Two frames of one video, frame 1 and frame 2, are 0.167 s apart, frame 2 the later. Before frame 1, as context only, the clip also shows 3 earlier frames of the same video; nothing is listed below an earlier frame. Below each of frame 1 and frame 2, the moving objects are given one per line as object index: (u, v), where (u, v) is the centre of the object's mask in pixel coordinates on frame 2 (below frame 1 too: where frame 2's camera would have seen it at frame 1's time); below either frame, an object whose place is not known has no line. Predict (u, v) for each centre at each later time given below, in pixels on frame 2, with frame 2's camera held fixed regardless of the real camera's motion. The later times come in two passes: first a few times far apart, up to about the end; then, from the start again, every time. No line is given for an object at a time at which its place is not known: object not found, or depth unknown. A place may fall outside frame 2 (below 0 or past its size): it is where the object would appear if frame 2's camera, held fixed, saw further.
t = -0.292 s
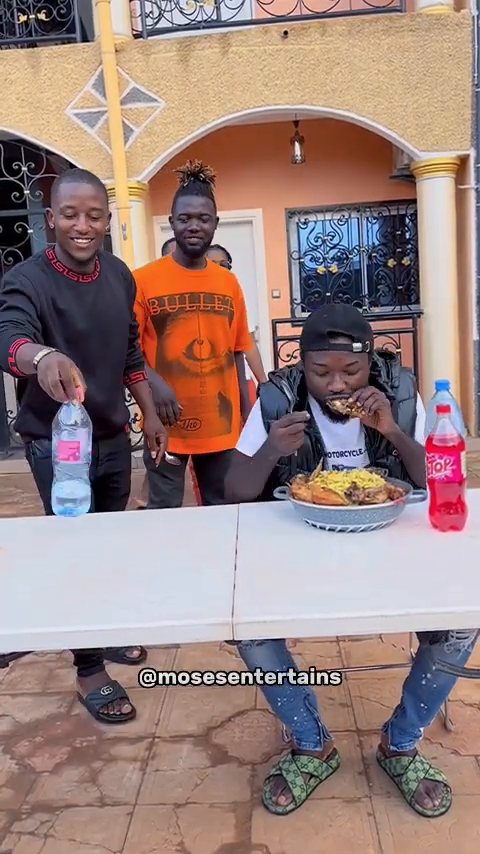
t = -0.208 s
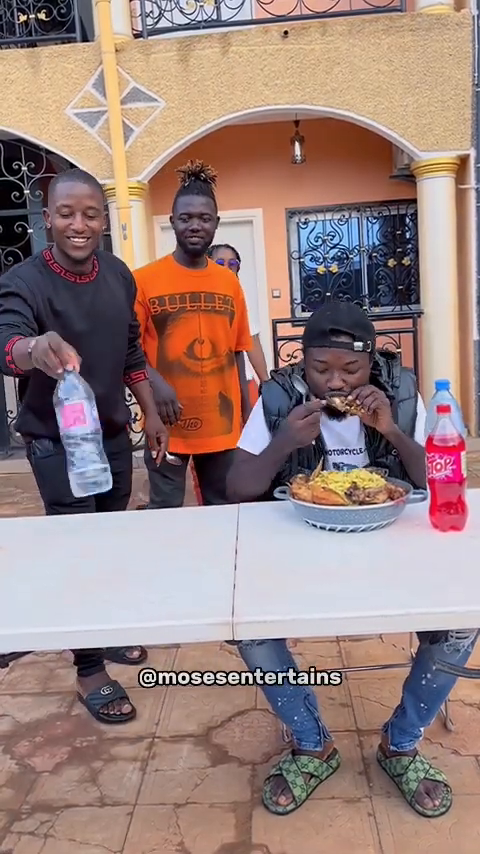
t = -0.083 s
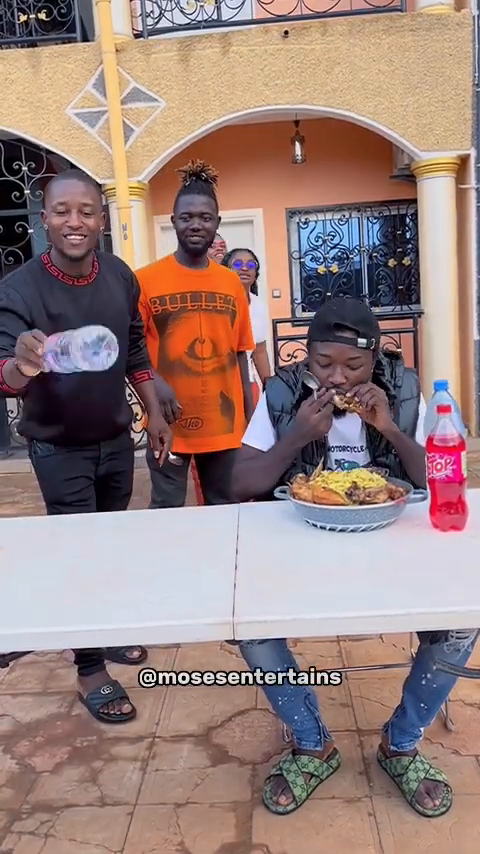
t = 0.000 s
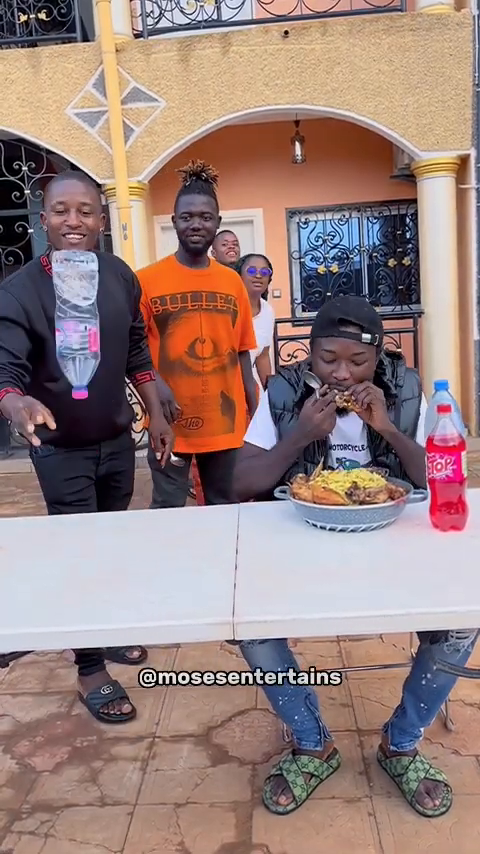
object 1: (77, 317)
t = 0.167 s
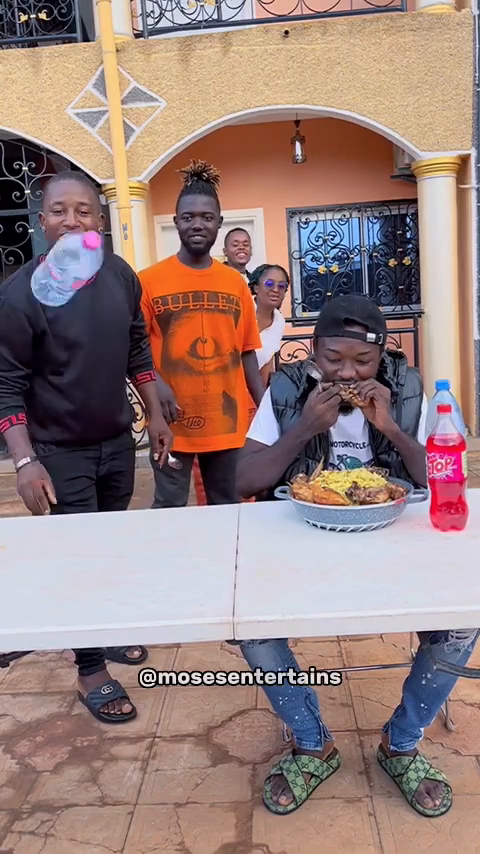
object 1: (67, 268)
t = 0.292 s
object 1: (63, 352)
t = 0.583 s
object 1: (63, 482)
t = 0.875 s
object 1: (52, 484)
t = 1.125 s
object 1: (72, 485)
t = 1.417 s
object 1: (68, 487)
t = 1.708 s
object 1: (68, 487)
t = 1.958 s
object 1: (68, 487)
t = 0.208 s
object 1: (63, 287)
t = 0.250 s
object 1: (63, 309)
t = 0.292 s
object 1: (63, 352)
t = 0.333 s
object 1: (65, 406)
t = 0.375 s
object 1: (67, 468)
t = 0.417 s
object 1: (67, 486)
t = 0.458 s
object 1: (69, 484)
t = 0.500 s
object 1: (66, 484)
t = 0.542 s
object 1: (64, 482)
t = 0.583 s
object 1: (63, 482)
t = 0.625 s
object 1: (61, 482)
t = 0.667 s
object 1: (59, 482)
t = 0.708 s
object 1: (57, 481)
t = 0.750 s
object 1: (56, 483)
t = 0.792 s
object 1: (54, 484)
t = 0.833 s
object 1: (52, 483)
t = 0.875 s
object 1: (52, 484)
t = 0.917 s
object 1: (52, 483)
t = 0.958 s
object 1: (55, 482)
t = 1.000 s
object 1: (61, 484)
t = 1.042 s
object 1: (67, 485)
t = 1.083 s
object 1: (70, 485)
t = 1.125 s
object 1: (72, 485)
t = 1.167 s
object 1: (69, 487)
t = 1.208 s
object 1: (67, 487)
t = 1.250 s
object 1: (69, 487)
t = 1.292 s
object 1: (68, 487)
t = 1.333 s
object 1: (69, 487)
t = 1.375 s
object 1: (68, 487)
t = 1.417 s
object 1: (68, 487)
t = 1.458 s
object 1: (68, 487)
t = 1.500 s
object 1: (68, 488)
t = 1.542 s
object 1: (68, 487)
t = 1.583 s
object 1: (68, 487)
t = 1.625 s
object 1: (68, 487)
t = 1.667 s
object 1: (68, 487)
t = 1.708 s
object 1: (68, 487)
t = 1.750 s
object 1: (68, 487)
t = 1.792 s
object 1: (68, 487)
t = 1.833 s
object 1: (68, 487)
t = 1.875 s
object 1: (69, 486)
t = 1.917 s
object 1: (68, 487)
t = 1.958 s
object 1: (68, 487)
